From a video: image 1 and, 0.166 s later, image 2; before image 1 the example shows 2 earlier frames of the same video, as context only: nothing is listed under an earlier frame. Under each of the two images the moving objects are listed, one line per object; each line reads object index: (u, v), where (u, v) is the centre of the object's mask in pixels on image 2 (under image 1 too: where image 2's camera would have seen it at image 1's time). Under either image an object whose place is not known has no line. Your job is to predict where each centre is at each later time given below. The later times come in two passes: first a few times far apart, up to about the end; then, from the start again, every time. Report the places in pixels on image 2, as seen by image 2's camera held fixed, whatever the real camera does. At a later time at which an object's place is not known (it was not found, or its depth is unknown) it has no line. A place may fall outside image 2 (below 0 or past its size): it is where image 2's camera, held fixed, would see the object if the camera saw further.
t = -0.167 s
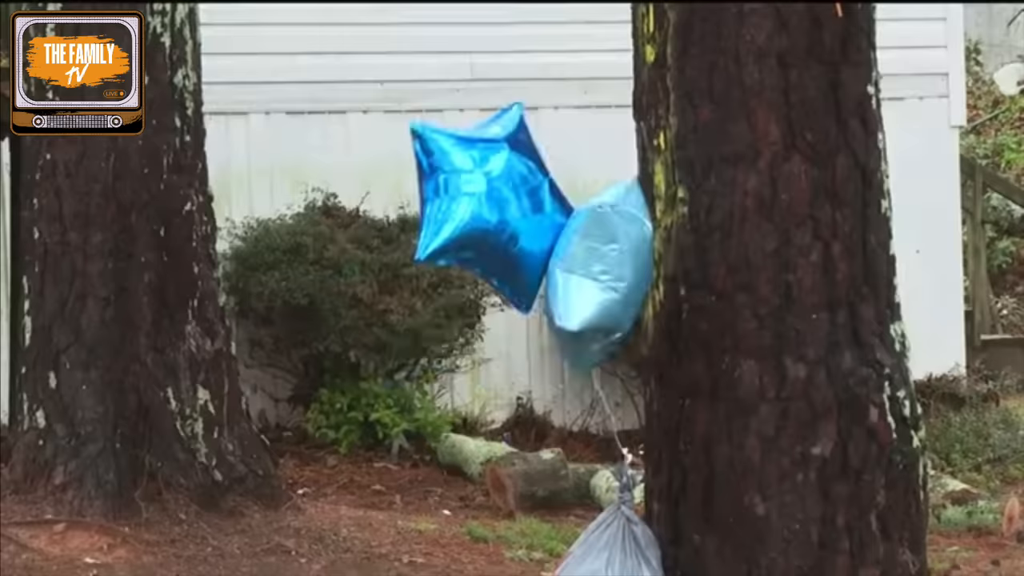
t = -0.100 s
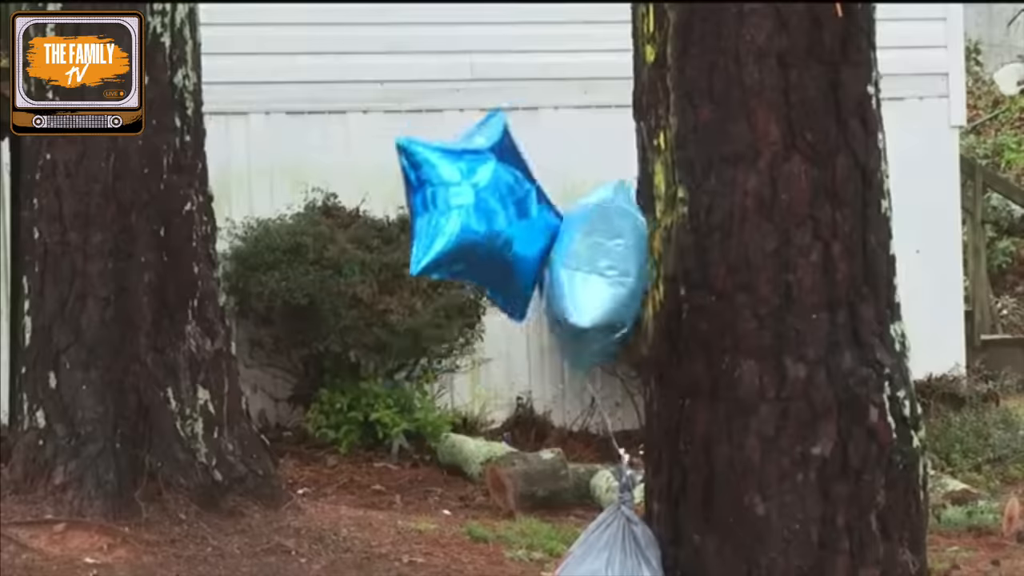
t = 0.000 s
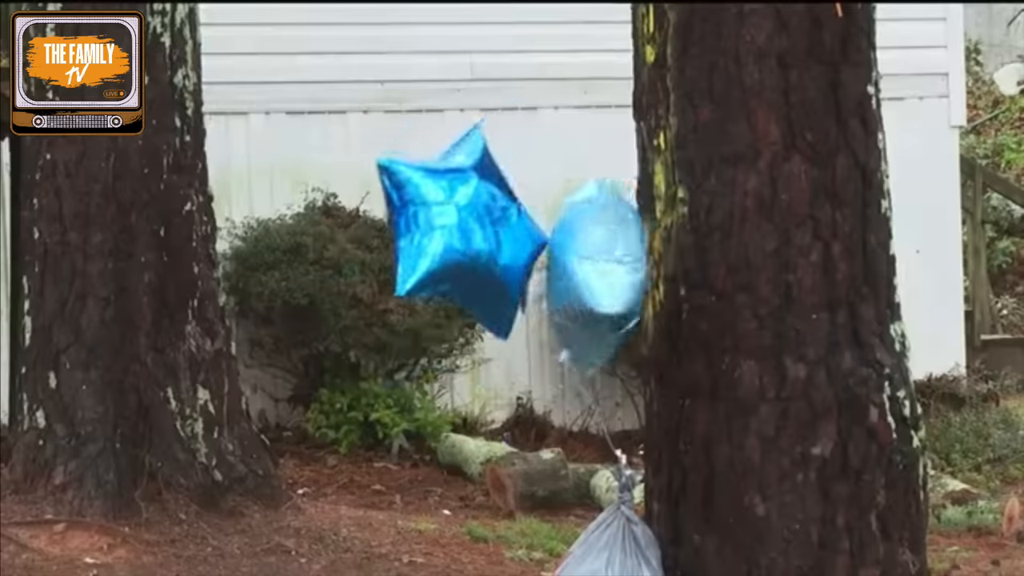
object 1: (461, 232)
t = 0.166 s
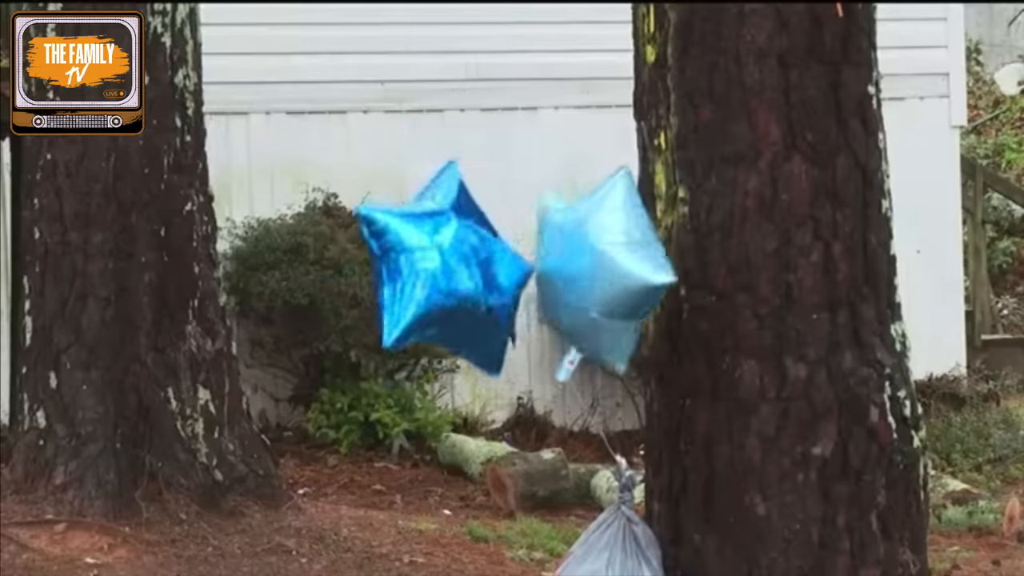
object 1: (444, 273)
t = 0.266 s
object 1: (440, 296)
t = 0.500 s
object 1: (435, 335)
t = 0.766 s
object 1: (432, 358)
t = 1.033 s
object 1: (438, 343)
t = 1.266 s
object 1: (451, 299)
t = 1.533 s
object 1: (490, 241)
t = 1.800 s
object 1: (538, 207)
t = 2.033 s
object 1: (575, 188)
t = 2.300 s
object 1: (567, 198)
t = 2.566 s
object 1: (561, 228)
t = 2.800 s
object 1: (564, 248)
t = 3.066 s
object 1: (585, 270)
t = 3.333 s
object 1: (608, 281)
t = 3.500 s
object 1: (607, 284)
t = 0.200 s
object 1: (443, 281)
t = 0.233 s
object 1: (441, 289)
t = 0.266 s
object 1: (440, 296)
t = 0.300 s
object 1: (439, 303)
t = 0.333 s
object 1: (438, 310)
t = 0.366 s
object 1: (438, 317)
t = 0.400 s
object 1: (437, 322)
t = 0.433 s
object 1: (437, 327)
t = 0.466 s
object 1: (436, 332)
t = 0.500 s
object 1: (435, 335)
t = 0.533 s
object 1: (435, 339)
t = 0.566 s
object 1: (433, 345)
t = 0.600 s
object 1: (434, 348)
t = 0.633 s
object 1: (434, 350)
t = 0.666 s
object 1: (432, 353)
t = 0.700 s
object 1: (433, 355)
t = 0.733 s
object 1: (433, 356)
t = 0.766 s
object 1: (432, 358)
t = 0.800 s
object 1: (433, 358)
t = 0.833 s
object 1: (434, 357)
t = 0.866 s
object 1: (434, 357)
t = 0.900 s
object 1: (435, 354)
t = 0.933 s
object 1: (435, 350)
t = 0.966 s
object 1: (435, 349)
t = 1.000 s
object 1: (437, 345)
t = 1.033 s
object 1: (438, 343)
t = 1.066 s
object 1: (439, 339)
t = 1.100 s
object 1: (442, 333)
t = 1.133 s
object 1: (443, 329)
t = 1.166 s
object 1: (444, 322)
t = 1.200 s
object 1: (447, 315)
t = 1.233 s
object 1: (448, 308)
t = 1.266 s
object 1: (451, 299)
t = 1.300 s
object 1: (452, 291)
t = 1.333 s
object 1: (457, 281)
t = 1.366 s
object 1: (461, 271)
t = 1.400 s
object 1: (464, 263)
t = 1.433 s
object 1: (470, 255)
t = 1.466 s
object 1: (476, 250)
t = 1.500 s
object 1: (483, 245)
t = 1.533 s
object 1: (490, 241)
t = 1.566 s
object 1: (497, 235)
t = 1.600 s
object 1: (503, 230)
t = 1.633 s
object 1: (509, 226)
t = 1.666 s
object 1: (514, 221)
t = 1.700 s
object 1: (521, 217)
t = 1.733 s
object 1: (527, 213)
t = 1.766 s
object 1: (533, 210)
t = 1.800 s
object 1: (538, 207)
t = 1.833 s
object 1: (545, 204)
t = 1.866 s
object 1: (554, 202)
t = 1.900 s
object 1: (560, 199)
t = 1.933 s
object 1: (564, 196)
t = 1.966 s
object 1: (568, 193)
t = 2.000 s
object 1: (571, 190)
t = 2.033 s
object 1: (575, 188)
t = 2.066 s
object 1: (576, 185)
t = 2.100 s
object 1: (576, 185)
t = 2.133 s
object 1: (576, 185)
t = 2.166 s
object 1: (574, 186)
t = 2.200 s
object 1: (572, 188)
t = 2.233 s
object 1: (570, 191)
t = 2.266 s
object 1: (568, 194)
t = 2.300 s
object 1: (567, 198)
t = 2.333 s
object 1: (566, 202)
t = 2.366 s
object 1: (565, 206)
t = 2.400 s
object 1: (564, 210)
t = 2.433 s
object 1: (563, 214)
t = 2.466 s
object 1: (562, 218)
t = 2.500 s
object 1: (561, 221)
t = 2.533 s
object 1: (562, 225)
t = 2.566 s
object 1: (561, 228)
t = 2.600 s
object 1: (561, 231)
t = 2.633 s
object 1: (561, 234)
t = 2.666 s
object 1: (561, 236)
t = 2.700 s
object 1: (560, 239)
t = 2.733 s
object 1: (561, 242)
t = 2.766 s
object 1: (563, 245)
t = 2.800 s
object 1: (564, 248)
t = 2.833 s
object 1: (565, 251)
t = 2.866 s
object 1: (567, 254)
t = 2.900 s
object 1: (569, 257)
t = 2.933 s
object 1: (571, 260)
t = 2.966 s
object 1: (574, 263)
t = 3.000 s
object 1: (577, 265)
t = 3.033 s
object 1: (581, 268)
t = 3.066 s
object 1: (585, 270)
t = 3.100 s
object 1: (588, 271)
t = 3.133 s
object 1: (592, 272)
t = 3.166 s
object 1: (595, 277)
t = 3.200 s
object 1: (599, 279)
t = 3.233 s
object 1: (601, 279)
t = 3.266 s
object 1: (604, 279)
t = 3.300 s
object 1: (606, 279)
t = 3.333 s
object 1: (608, 281)
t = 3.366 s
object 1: (609, 281)
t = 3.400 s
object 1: (610, 281)
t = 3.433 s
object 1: (609, 282)
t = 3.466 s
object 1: (609, 282)
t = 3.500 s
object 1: (607, 284)
